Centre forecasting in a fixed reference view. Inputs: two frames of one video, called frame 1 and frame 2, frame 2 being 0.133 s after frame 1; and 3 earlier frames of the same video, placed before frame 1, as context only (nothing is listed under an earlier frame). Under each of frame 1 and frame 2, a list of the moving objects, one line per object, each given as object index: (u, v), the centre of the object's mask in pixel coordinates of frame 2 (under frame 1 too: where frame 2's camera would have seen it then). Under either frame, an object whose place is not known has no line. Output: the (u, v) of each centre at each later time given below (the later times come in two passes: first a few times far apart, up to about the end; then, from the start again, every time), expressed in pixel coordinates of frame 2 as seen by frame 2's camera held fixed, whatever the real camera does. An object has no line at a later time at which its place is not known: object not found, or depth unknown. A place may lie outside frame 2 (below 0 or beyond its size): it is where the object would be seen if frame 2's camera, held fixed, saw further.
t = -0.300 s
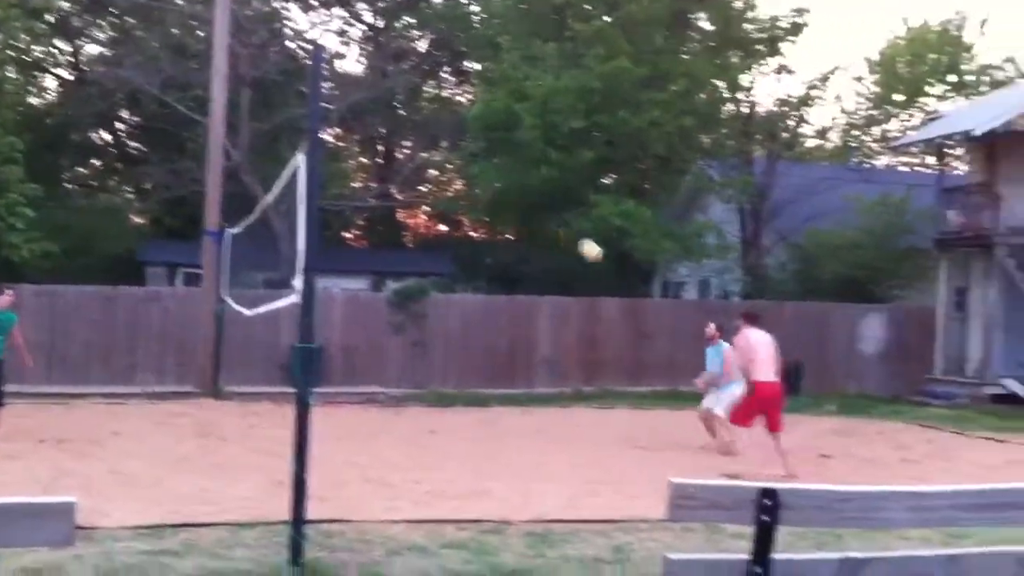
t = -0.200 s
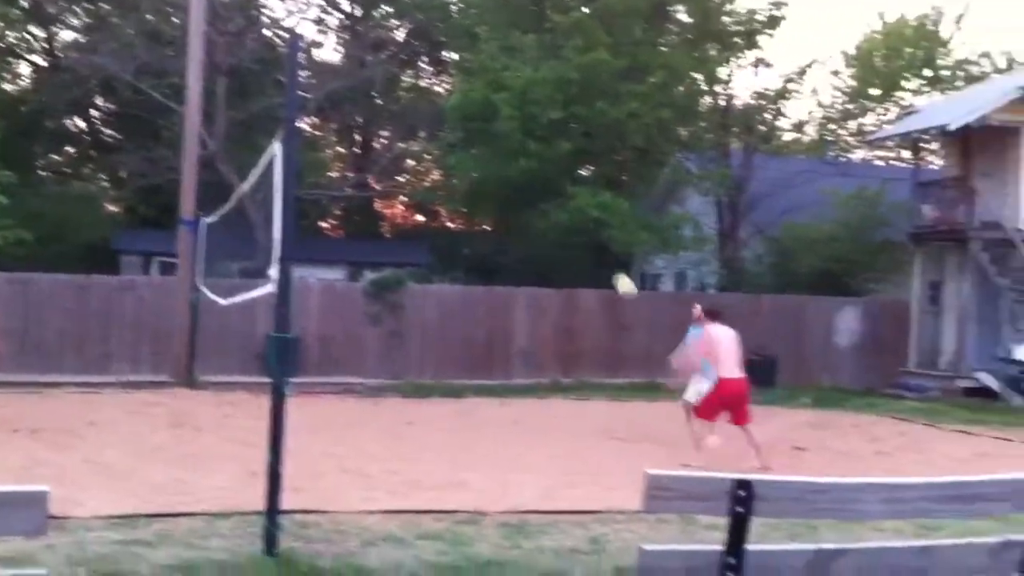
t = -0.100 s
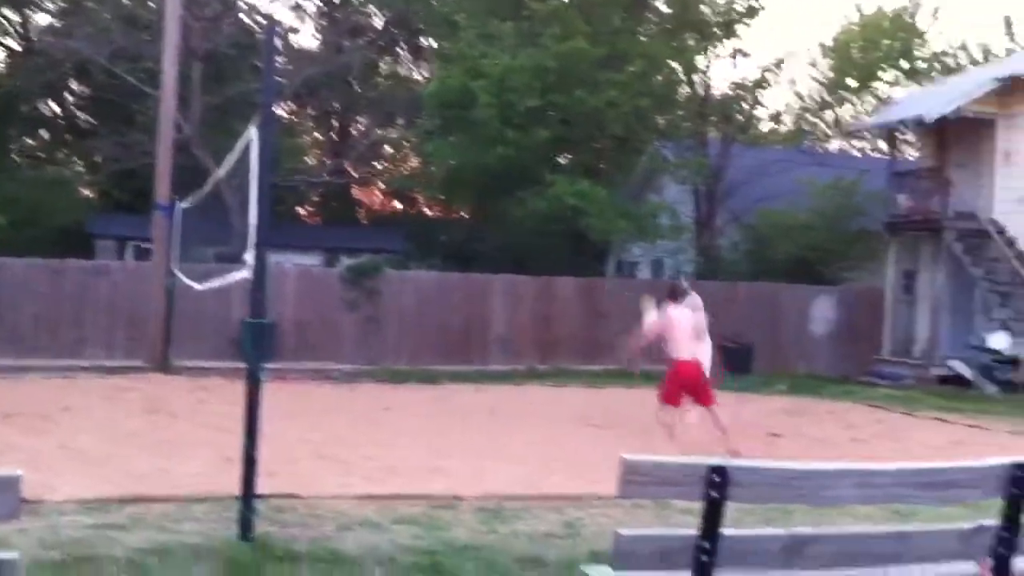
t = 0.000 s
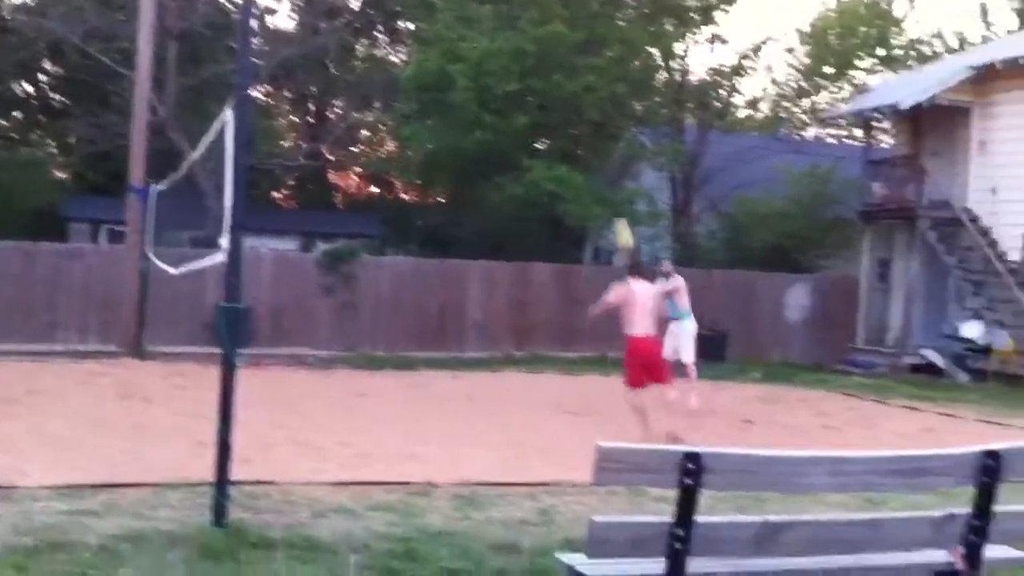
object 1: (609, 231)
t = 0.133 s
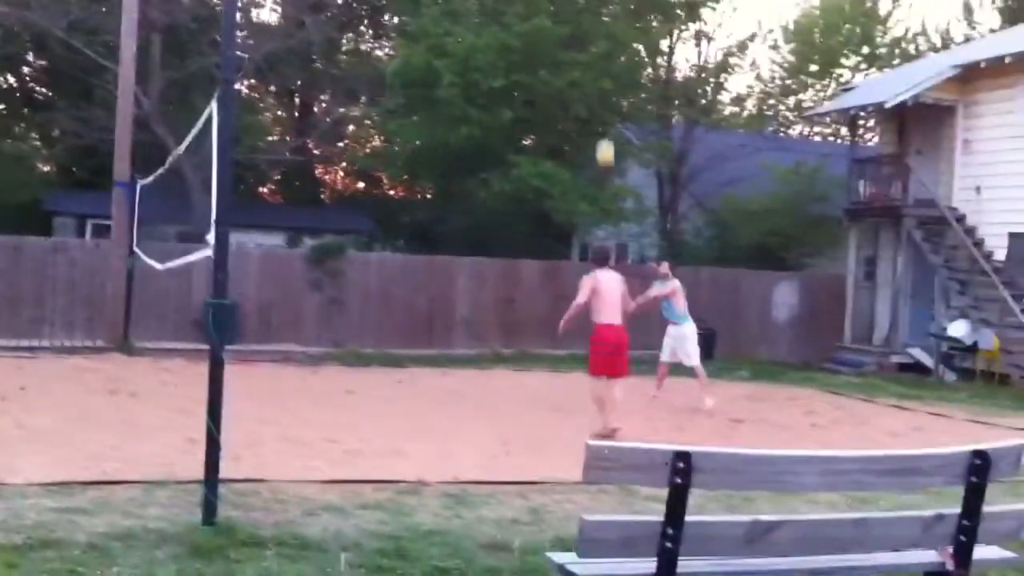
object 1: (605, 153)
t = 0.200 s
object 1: (602, 119)
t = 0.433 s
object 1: (587, 28)
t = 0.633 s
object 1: (572, -12)
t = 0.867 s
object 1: (553, -17)
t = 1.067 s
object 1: (536, 17)
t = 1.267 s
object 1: (513, 89)
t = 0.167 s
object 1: (604, 136)
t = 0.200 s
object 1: (602, 119)
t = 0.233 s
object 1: (600, 103)
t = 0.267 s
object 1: (599, 88)
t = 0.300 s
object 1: (597, 75)
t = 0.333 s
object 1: (595, 61)
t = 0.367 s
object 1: (593, 50)
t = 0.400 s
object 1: (590, 39)
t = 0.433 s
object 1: (587, 28)
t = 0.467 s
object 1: (585, 19)
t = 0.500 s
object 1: (582, 10)
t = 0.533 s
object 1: (580, 3)
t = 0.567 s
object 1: (577, -3)
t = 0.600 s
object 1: (575, -8)
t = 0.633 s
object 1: (572, -12)
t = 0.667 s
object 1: (569, -16)
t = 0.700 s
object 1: (566, -19)
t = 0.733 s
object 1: (564, -20)
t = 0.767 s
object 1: (561, -21)
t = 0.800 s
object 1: (558, -21)
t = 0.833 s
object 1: (555, -19)
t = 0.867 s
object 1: (553, -17)
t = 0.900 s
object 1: (550, -15)
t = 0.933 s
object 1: (548, -11)
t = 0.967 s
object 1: (546, -6)
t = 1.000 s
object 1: (543, 1)
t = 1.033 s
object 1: (539, 8)
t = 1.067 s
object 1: (536, 17)
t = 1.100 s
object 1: (532, 27)
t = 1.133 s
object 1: (528, 37)
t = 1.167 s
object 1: (525, 49)
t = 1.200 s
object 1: (521, 61)
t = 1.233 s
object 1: (517, 75)
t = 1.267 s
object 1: (513, 89)
